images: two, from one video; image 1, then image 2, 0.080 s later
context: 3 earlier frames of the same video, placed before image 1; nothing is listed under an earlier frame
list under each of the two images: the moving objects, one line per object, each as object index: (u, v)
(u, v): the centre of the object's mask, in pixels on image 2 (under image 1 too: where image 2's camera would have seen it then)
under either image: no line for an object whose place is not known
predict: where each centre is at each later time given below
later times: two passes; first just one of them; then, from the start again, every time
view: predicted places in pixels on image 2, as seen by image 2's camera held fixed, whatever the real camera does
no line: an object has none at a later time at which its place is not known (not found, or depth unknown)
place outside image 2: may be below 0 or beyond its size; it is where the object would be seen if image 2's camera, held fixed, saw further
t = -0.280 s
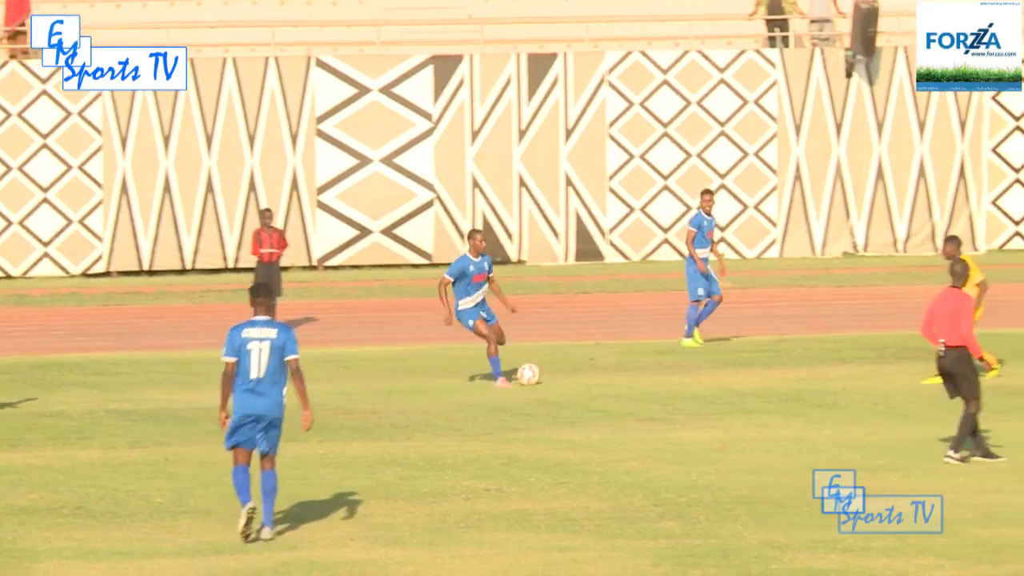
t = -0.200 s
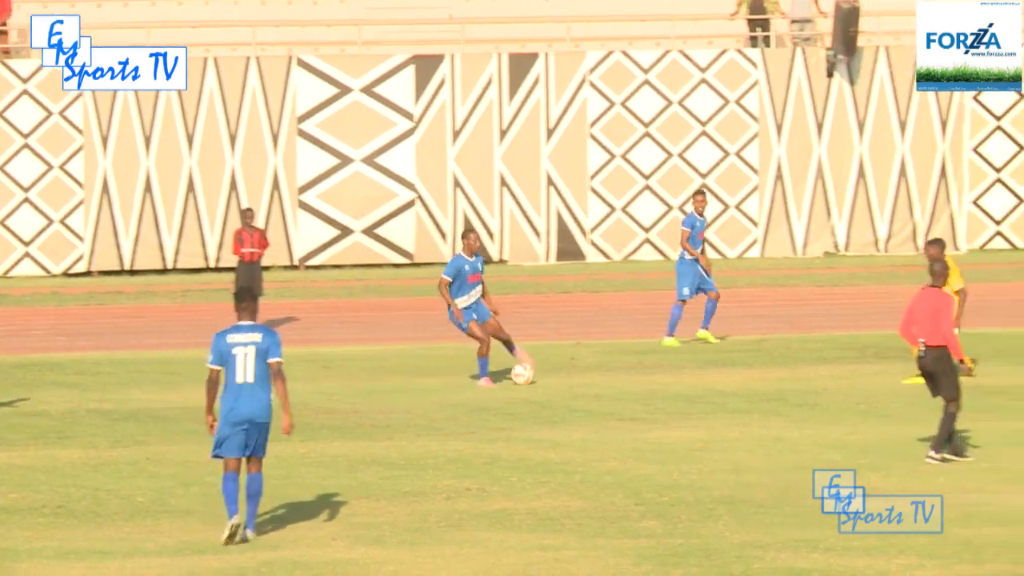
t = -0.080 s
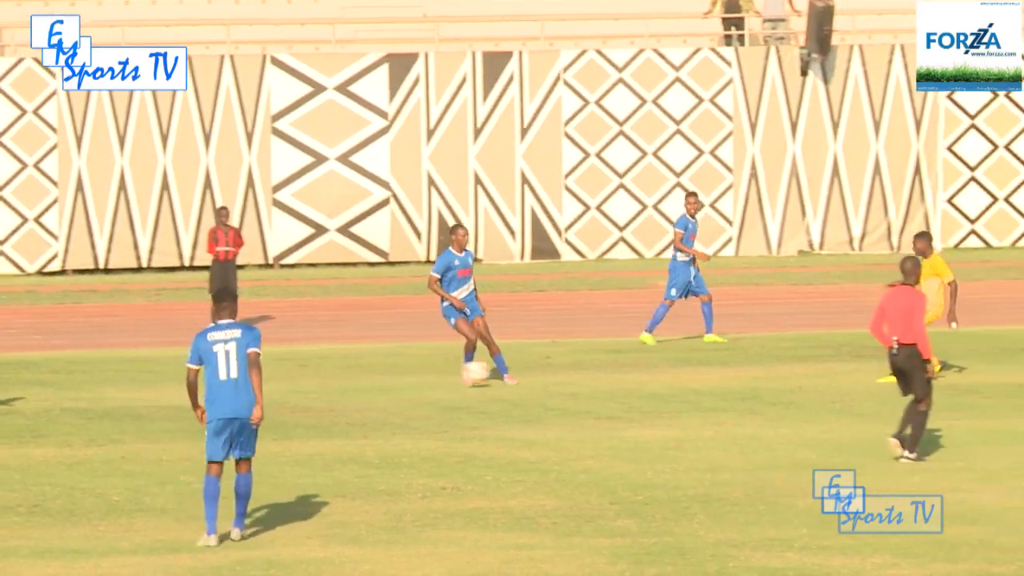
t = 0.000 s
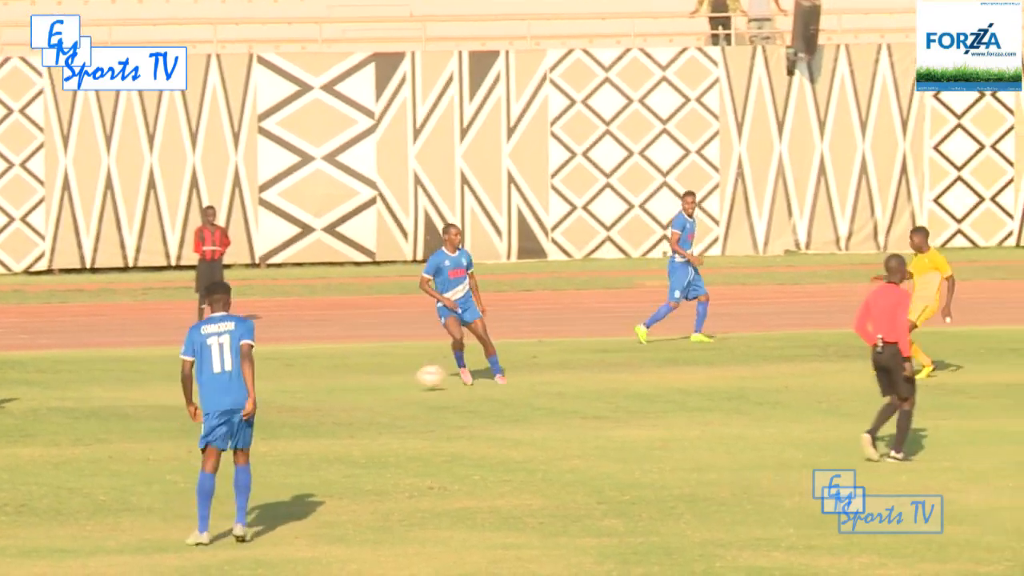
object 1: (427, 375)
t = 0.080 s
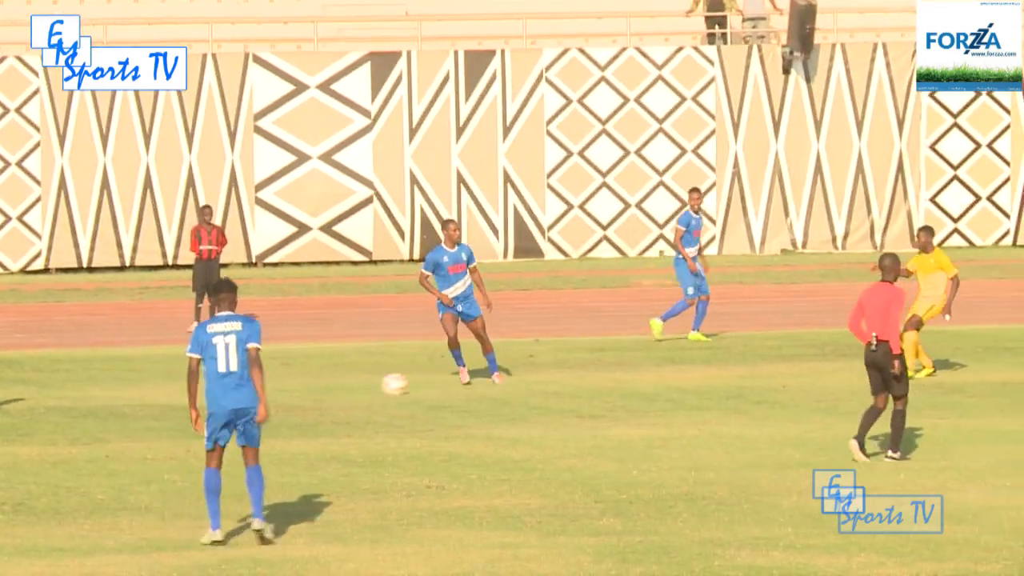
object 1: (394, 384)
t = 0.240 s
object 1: (337, 388)
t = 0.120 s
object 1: (380, 384)
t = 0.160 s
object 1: (365, 384)
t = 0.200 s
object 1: (351, 385)
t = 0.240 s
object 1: (337, 388)
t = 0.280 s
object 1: (322, 393)
